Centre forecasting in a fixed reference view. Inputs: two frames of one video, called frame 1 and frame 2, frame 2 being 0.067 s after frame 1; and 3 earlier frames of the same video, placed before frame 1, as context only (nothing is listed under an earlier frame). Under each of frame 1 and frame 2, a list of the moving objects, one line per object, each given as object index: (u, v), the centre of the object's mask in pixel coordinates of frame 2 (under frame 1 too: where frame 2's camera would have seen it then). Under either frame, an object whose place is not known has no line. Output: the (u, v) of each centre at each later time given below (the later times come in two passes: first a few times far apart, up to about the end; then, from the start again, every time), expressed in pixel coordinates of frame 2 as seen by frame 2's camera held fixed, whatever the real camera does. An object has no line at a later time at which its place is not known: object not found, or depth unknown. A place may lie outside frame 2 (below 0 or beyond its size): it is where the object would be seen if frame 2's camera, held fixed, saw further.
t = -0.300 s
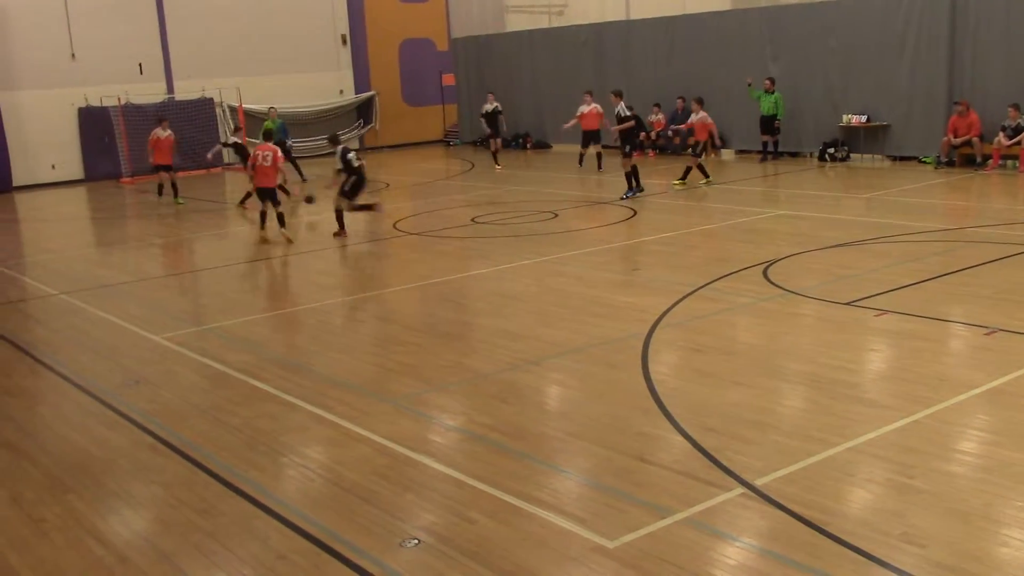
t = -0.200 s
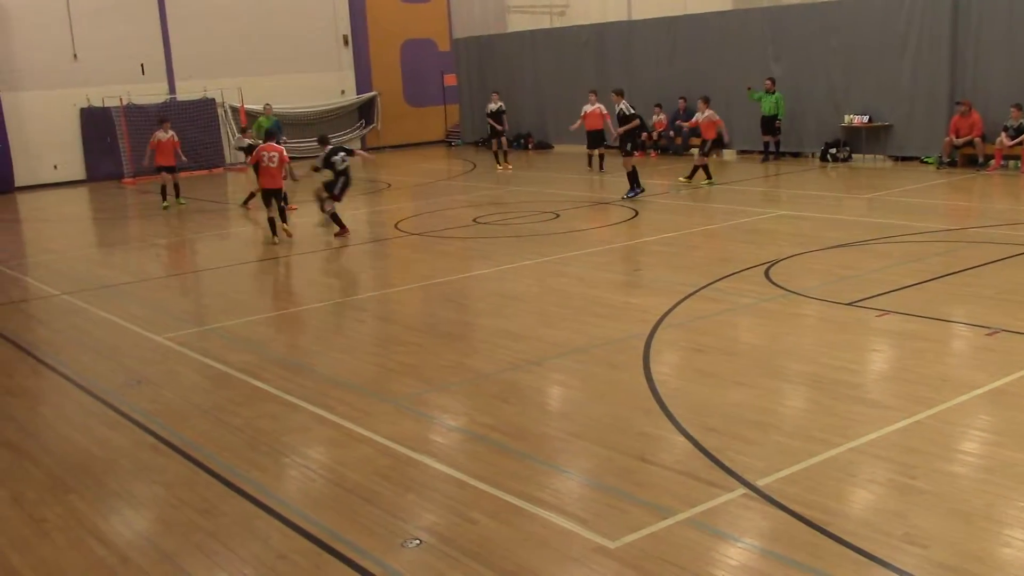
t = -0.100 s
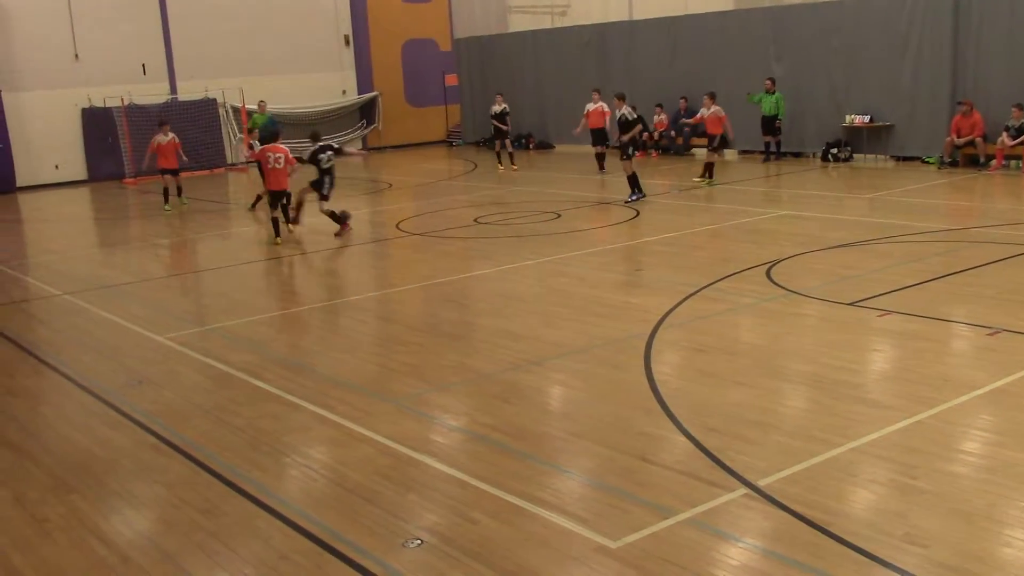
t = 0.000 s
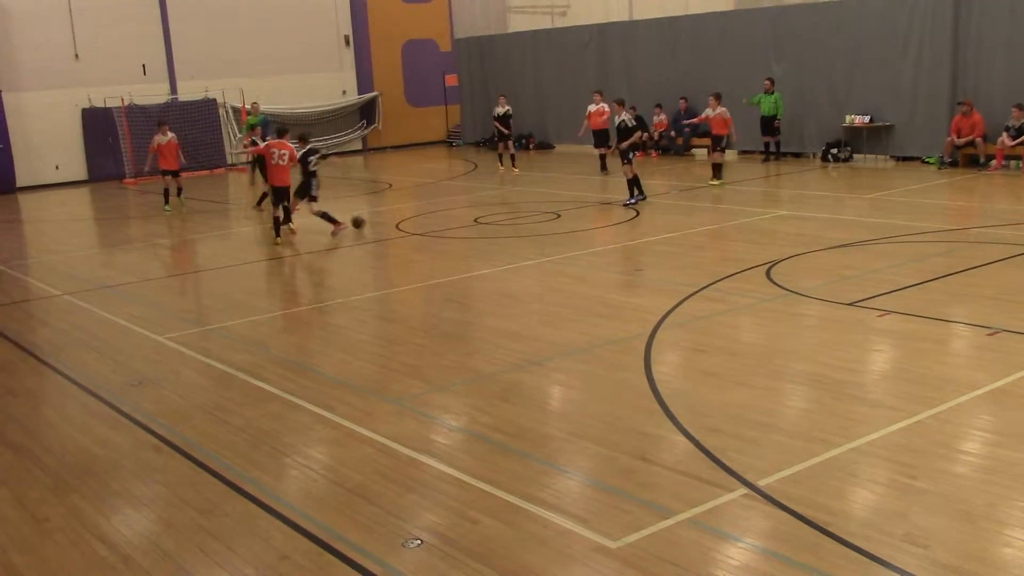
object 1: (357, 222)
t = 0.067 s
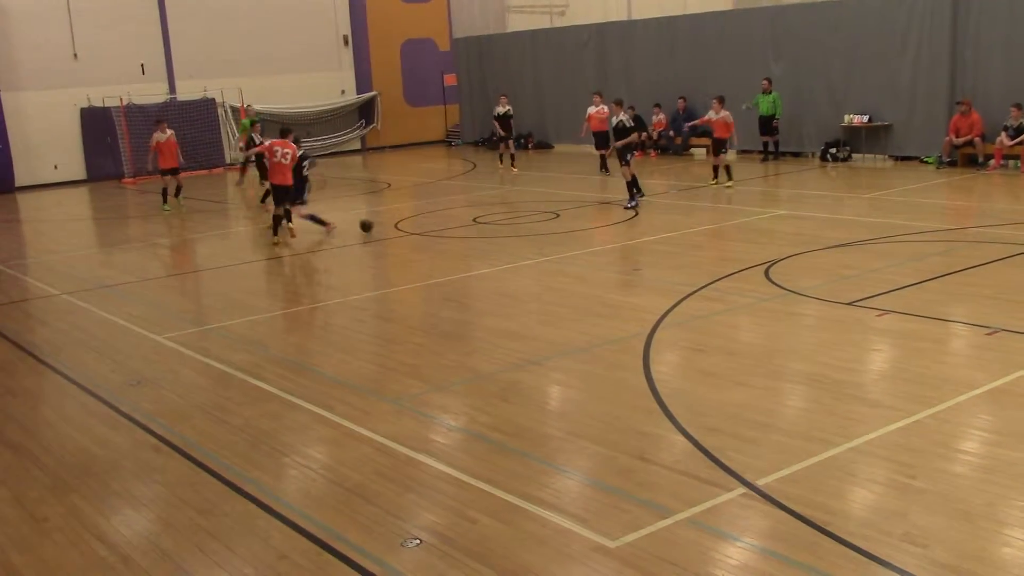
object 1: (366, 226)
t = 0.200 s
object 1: (386, 235)
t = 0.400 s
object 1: (415, 246)
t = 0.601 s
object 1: (449, 261)
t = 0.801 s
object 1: (489, 280)
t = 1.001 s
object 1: (535, 301)
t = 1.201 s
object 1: (590, 324)
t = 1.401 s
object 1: (655, 359)
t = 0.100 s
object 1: (371, 227)
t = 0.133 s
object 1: (375, 229)
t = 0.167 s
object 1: (381, 232)
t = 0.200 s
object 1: (386, 235)
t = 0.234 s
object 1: (390, 235)
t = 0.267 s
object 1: (395, 236)
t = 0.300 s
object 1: (400, 239)
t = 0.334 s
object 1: (405, 242)
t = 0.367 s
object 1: (411, 245)
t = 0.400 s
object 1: (415, 246)
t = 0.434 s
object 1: (421, 247)
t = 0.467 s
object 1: (427, 250)
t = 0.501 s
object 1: (432, 254)
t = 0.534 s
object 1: (438, 257)
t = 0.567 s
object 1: (444, 258)
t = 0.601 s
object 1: (449, 261)
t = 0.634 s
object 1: (456, 264)
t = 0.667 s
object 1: (462, 268)
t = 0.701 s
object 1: (469, 269)
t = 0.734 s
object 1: (475, 271)
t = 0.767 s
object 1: (482, 275)
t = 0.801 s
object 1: (489, 280)
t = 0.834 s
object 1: (496, 282)
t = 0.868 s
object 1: (504, 284)
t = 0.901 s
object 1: (511, 287)
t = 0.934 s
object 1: (519, 291)
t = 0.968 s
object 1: (527, 298)
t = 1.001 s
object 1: (535, 301)
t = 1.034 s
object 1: (544, 302)
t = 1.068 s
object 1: (552, 305)
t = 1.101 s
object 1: (561, 310)
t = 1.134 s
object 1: (570, 317)
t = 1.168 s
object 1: (580, 323)
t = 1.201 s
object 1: (590, 324)
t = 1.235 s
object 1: (600, 328)
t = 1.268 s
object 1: (610, 333)
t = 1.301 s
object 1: (621, 340)
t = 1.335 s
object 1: (631, 349)
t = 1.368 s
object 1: (643, 354)
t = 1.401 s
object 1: (655, 359)
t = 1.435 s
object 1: (668, 367)
